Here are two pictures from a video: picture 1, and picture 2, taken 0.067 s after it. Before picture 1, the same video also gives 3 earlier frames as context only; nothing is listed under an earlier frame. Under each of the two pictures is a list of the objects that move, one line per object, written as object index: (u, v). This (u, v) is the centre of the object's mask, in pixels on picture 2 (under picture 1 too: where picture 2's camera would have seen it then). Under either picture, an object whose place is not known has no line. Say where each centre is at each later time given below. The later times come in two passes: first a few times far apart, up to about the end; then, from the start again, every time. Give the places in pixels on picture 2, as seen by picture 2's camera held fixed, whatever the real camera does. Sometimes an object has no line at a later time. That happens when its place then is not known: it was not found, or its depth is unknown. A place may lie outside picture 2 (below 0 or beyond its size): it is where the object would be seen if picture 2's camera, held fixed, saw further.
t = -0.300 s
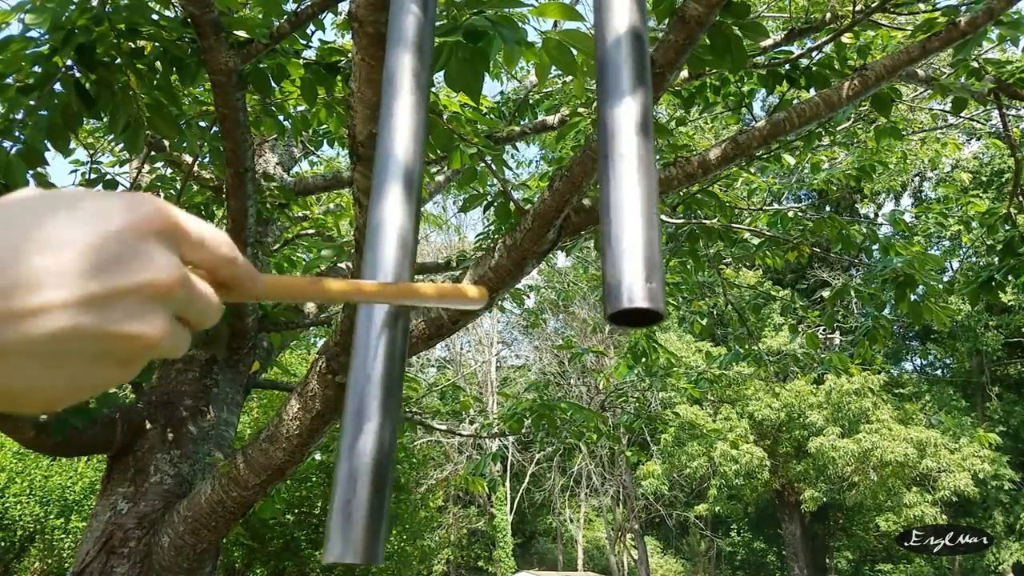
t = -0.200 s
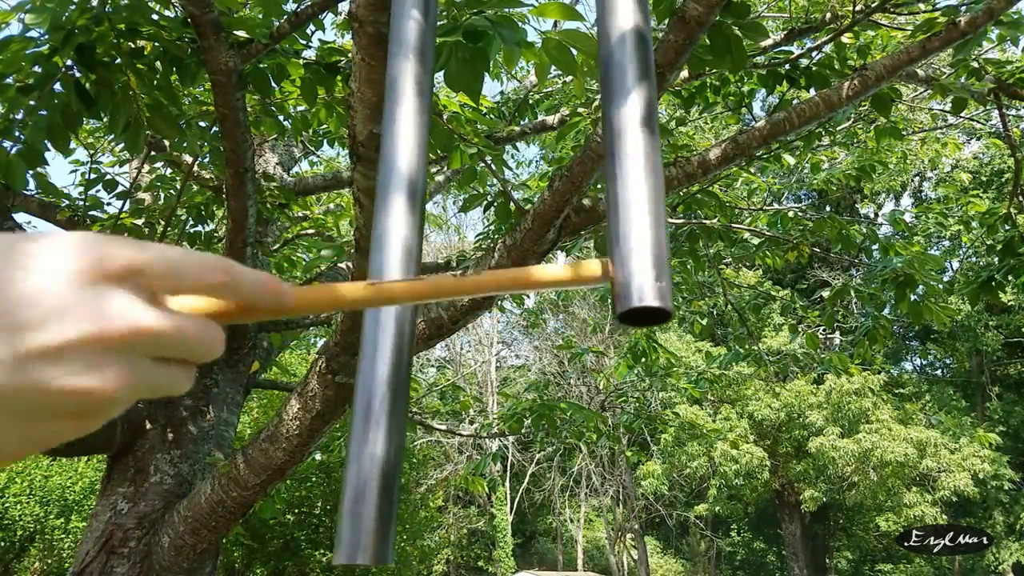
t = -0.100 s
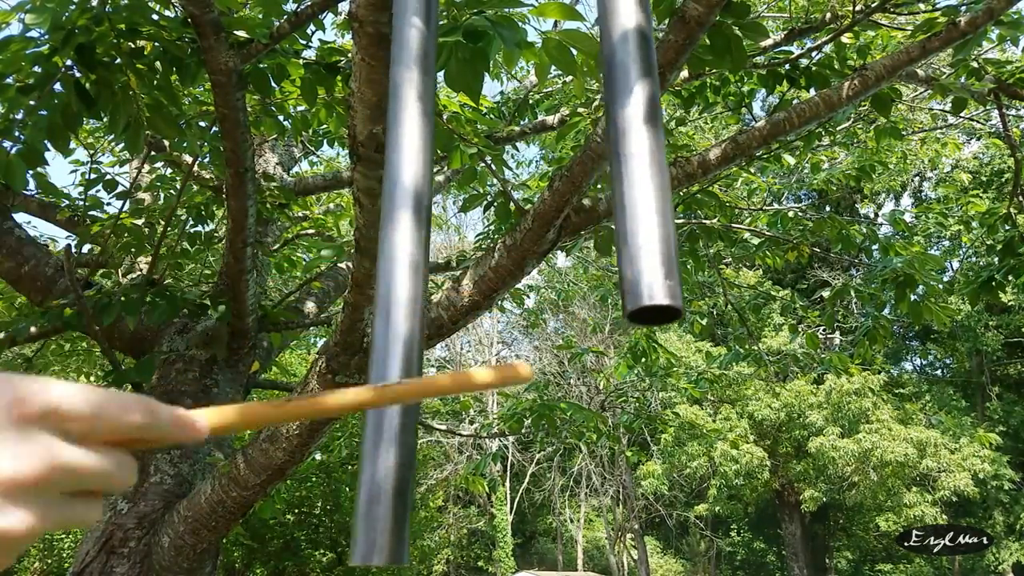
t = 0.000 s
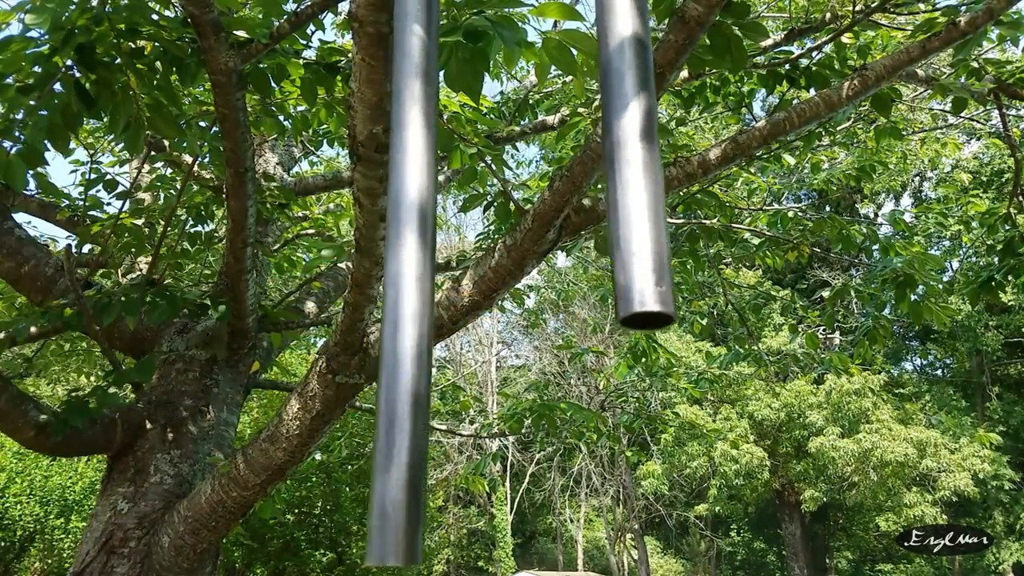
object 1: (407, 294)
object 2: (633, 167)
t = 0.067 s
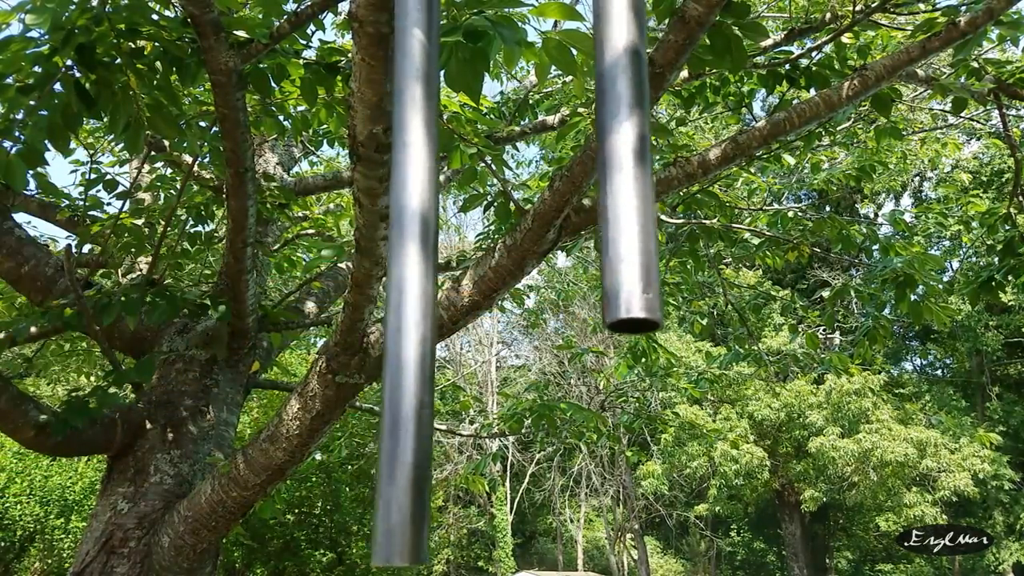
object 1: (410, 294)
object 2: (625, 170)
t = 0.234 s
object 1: (412, 294)
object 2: (605, 174)
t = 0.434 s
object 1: (407, 294)
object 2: (609, 177)
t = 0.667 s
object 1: (394, 297)
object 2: (635, 173)
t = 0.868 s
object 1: (390, 297)
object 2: (628, 170)
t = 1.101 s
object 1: (394, 296)
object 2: (599, 168)
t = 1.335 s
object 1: (403, 295)
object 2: (612, 173)
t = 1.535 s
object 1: (407, 294)
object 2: (636, 174)
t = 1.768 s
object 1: (408, 293)
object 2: (625, 174)
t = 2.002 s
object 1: (401, 295)
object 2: (603, 173)
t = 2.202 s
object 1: (393, 295)
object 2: (615, 170)
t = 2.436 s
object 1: (388, 297)
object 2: (630, 169)
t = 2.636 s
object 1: (397, 295)
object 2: (620, 173)
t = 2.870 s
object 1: (409, 294)
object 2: (609, 176)
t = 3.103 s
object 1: (412, 293)
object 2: (624, 173)
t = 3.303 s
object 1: (403, 294)
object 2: (629, 169)
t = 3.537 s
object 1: (389, 295)
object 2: (609, 169)
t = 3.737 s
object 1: (389, 296)
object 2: (608, 171)
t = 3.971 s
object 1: (399, 295)
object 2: (627, 175)
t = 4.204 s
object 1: (409, 294)
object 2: (628, 175)
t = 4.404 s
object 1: (410, 294)
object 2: (613, 173)
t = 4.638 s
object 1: (403, 293)
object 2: (611, 169)
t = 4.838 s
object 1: (396, 296)
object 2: (624, 168)
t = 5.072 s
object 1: (392, 297)
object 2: (624, 172)
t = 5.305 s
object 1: (396, 296)
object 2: (614, 175)
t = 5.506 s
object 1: (403, 294)
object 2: (618, 173)
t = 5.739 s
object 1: (409, 294)
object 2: (624, 169)
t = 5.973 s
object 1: (408, 295)
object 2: (615, 169)
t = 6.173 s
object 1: (398, 295)
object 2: (610, 171)
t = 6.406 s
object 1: (389, 296)
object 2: (623, 174)
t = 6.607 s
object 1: (390, 298)
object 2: (627, 175)
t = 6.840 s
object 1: (403, 296)
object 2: (616, 172)
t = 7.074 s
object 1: (412, 293)
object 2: (612, 169)
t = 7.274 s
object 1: (409, 294)
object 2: (621, 169)
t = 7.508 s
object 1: (396, 296)
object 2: (623, 173)
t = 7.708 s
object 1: (390, 298)
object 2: (617, 175)
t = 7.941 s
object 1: (393, 297)
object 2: (617, 173)
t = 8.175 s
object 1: (403, 295)
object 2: (623, 169)
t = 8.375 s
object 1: (407, 295)
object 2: (618, 169)
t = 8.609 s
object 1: (408, 294)
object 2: (614, 172)
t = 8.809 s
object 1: (403, 295)
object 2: (620, 175)
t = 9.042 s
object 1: (394, 296)
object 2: (625, 175)
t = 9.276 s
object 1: (391, 297)
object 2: (617, 173)
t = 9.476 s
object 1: (396, 297)
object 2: (611, 170)
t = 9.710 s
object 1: (407, 294)
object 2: (620, 170)
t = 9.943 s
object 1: (410, 294)
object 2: (623, 173)
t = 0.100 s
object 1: (411, 294)
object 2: (621, 171)
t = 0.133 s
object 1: (411, 294)
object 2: (615, 172)
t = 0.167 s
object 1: (412, 294)
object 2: (611, 173)
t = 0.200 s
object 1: (412, 293)
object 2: (608, 174)
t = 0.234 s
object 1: (412, 294)
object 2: (605, 174)
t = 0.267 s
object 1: (412, 294)
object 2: (603, 175)
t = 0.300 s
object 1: (411, 294)
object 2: (602, 175)
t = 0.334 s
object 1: (410, 294)
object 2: (603, 176)
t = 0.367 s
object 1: (409, 294)
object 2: (604, 176)
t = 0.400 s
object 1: (408, 293)
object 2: (606, 176)
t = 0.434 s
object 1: (407, 294)
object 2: (609, 177)
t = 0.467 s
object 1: (405, 294)
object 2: (612, 178)
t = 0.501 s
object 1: (403, 295)
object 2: (617, 176)
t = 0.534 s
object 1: (401, 294)
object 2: (621, 176)
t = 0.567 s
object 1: (399, 295)
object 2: (625, 175)
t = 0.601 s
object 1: (397, 296)
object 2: (629, 175)
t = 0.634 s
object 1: (395, 297)
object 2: (632, 174)
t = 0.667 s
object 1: (394, 297)
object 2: (635, 173)
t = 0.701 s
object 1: (393, 296)
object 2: (636, 171)
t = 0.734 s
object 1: (392, 297)
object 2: (637, 172)
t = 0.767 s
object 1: (391, 297)
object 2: (637, 171)
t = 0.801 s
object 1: (391, 297)
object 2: (635, 170)
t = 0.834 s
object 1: (390, 297)
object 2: (632, 170)
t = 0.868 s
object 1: (390, 297)
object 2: (628, 170)
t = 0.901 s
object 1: (390, 297)
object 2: (624, 169)
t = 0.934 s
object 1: (391, 297)
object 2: (619, 169)
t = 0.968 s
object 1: (390, 296)
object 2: (614, 170)
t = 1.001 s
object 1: (392, 297)
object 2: (610, 169)
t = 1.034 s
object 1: (392, 297)
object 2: (605, 169)
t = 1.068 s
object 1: (393, 296)
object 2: (602, 167)
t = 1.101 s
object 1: (394, 296)
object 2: (599, 168)
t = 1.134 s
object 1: (396, 297)
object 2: (599, 169)
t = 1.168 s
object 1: (397, 296)
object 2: (599, 169)
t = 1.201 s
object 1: (399, 296)
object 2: (600, 169)
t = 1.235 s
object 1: (399, 296)
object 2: (601, 170)
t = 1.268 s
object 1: (401, 295)
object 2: (605, 170)
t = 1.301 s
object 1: (401, 296)
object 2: (608, 171)
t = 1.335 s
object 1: (403, 295)
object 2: (612, 173)
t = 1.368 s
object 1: (404, 295)
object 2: (618, 172)
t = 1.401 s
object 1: (405, 295)
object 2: (622, 173)
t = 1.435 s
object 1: (405, 294)
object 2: (626, 173)
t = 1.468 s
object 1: (405, 294)
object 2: (629, 173)
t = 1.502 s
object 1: (406, 294)
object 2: (633, 174)
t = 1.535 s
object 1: (407, 294)
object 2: (636, 174)
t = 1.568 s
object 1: (408, 294)
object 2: (636, 173)
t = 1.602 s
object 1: (407, 294)
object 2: (636, 174)
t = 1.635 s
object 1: (408, 294)
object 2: (636, 174)
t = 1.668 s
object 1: (408, 294)
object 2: (634, 174)
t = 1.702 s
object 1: (408, 294)
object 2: (631, 174)
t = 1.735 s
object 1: (408, 294)
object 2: (628, 175)
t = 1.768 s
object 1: (408, 293)
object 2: (625, 174)
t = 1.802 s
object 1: (407, 294)
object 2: (620, 175)
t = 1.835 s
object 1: (407, 294)
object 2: (616, 176)
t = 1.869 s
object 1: (406, 293)
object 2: (613, 174)
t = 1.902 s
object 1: (406, 294)
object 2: (610, 173)
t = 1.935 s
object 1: (405, 294)
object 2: (608, 173)
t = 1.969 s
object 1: (404, 294)
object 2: (606, 173)
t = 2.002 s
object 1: (401, 295)
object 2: (603, 173)
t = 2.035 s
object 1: (400, 294)
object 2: (603, 172)
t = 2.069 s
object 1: (399, 296)
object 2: (603, 172)
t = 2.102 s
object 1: (398, 294)
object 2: (606, 170)
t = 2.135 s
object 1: (396, 295)
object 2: (608, 169)
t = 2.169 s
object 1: (395, 295)
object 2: (611, 169)
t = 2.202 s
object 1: (393, 295)
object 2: (615, 170)
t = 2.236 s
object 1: (391, 296)
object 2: (617, 169)
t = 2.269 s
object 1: (391, 296)
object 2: (621, 166)
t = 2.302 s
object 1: (389, 296)
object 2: (624, 167)
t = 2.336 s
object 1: (389, 296)
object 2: (628, 167)
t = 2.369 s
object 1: (388, 297)
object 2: (629, 167)
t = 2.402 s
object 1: (388, 297)
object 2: (629, 168)
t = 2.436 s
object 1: (388, 297)
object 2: (630, 169)
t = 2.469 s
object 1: (389, 296)
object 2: (630, 169)
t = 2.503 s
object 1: (390, 296)
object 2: (629, 169)
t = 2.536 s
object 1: (392, 295)
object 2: (627, 170)
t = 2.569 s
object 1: (392, 296)
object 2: (624, 171)
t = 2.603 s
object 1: (394, 297)
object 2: (622, 172)
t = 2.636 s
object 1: (397, 295)
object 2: (620, 173)
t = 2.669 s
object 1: (399, 294)
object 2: (617, 173)
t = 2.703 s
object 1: (401, 294)
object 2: (615, 174)
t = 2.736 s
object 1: (402, 295)
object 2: (612, 176)
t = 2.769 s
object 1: (404, 294)
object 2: (610, 175)
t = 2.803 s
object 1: (407, 294)
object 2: (610, 175)
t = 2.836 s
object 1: (408, 295)
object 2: (609, 176)
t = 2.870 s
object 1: (409, 294)
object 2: (609, 176)
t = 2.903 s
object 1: (411, 293)
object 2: (610, 175)
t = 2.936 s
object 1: (412, 293)
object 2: (613, 176)
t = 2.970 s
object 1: (413, 292)
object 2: (614, 175)
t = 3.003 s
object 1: (413, 293)
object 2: (617, 175)
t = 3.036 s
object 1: (412, 293)
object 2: (619, 175)
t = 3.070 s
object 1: (413, 292)
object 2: (622, 173)
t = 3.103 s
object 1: (412, 293)
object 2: (624, 173)
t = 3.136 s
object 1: (411, 293)
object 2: (627, 173)
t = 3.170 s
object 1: (410, 293)
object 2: (629, 171)
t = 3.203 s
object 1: (408, 294)
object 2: (629, 171)
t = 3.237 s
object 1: (407, 293)
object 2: (630, 171)
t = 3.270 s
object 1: (405, 294)
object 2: (630, 171)
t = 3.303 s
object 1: (403, 294)
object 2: (629, 169)
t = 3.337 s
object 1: (400, 295)
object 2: (627, 170)
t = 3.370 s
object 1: (398, 295)
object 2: (624, 169)
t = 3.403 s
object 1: (396, 296)
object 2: (621, 169)
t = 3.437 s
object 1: (394, 295)
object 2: (619, 168)
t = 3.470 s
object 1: (393, 295)
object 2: (617, 168)
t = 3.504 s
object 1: (390, 295)
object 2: (611, 168)
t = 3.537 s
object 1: (389, 295)
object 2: (609, 169)
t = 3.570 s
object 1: (388, 296)
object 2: (608, 169)
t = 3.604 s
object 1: (388, 296)
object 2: (606, 169)
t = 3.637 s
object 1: (387, 297)
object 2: (605, 170)
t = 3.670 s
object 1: (387, 296)
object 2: (605, 170)
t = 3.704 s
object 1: (387, 297)
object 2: (606, 171)
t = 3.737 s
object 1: (389, 296)
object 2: (608, 171)
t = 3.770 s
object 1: (390, 296)
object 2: (610, 172)
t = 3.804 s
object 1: (391, 295)
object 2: (613, 172)
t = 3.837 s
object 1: (392, 297)
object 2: (615, 174)
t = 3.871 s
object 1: (393, 296)
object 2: (618, 173)
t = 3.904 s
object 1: (396, 295)
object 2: (621, 173)
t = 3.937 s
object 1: (397, 296)
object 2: (624, 174)
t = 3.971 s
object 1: (399, 295)
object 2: (627, 175)
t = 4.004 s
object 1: (401, 294)
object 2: (629, 174)
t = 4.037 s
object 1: (403, 295)
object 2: (631, 174)
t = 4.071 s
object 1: (404, 294)
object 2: (630, 174)
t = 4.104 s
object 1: (406, 294)
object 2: (631, 174)
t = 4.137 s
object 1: (407, 294)
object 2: (631, 174)
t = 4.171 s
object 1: (407, 295)
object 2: (629, 175)
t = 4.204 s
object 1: (409, 294)
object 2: (628, 175)
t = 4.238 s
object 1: (409, 293)
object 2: (626, 174)
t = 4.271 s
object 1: (409, 294)
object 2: (623, 174)
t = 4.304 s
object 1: (410, 294)
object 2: (620, 173)
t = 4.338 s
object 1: (409, 294)
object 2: (617, 174)
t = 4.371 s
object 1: (410, 294)
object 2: (614, 173)
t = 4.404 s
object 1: (410, 294)
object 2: (613, 173)
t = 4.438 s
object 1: (408, 295)
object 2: (610, 173)
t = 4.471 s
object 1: (408, 294)
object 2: (608, 171)
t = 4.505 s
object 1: (407, 294)
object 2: (607, 171)
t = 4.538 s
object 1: (407, 293)
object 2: (608, 170)
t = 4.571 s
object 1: (405, 294)
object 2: (608, 169)
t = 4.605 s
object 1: (404, 293)
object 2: (609, 169)
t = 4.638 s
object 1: (403, 293)
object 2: (611, 169)
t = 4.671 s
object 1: (401, 295)
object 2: (611, 169)
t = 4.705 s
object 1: (400, 294)
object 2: (615, 168)
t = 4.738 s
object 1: (398, 295)
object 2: (617, 169)
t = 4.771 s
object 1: (398, 296)
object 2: (620, 168)
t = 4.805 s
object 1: (396, 296)
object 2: (621, 169)
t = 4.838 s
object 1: (396, 296)
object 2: (624, 168)
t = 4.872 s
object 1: (394, 297)
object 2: (624, 170)
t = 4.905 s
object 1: (394, 295)
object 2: (626, 169)
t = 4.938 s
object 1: (392, 296)
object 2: (626, 171)
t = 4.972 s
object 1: (393, 297)
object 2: (627, 171)
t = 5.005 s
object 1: (392, 298)
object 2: (625, 172)
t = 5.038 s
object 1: (392, 298)
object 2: (624, 172)
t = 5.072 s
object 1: (392, 297)
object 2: (624, 172)
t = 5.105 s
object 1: (393, 297)
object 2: (622, 173)
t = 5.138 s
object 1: (393, 297)
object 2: (620, 173)
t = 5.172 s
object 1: (392, 297)
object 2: (618, 175)
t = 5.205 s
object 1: (393, 297)
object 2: (616, 175)
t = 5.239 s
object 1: (394, 296)
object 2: (614, 174)
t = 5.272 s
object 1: (394, 297)
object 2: (614, 175)
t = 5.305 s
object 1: (396, 296)
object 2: (614, 175)
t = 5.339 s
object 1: (397, 296)
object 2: (614, 175)
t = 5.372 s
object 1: (398, 295)
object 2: (613, 176)
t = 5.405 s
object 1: (399, 295)
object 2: (614, 175)
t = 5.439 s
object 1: (401, 294)
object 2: (616, 174)
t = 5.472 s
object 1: (402, 294)
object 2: (617, 174)
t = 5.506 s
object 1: (403, 294)
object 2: (618, 173)
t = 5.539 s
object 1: (404, 295)
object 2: (619, 174)
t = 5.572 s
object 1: (405, 294)
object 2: (621, 173)
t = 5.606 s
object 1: (406, 294)
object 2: (622, 172)
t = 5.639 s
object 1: (408, 294)
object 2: (624, 171)
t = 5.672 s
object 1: (408, 295)
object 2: (625, 171)
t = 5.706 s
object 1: (408, 295)
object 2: (624, 170)
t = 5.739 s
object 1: (409, 294)
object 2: (624, 169)
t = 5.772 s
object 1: (409, 295)
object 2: (624, 169)
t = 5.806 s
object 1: (409, 295)
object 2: (623, 169)
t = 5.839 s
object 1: (409, 294)
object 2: (622, 168)
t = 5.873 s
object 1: (409, 294)
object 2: (620, 168)
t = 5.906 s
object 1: (409, 294)
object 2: (619, 168)
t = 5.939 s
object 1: (409, 294)
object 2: (618, 168)
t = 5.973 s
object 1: (408, 295)
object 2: (615, 169)
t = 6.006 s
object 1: (406, 294)
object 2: (612, 170)
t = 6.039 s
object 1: (405, 294)
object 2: (611, 169)
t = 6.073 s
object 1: (404, 294)
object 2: (611, 170)
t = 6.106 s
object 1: (403, 294)
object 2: (611, 170)
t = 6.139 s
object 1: (400, 295)
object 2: (610, 171)
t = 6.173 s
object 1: (398, 295)
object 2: (610, 171)
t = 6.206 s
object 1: (397, 295)
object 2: (612, 172)
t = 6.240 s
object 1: (395, 297)
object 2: (613, 174)
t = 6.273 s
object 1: (393, 296)
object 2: (614, 174)
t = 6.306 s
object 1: (391, 296)
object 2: (616, 174)
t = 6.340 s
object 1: (390, 298)
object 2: (618, 174)
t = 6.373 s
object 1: (389, 296)
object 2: (621, 174)
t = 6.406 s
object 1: (389, 296)
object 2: (623, 174)
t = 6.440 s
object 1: (388, 297)
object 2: (624, 175)
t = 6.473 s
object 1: (388, 296)
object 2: (626, 175)
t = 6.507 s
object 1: (388, 297)
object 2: (627, 175)
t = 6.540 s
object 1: (388, 297)
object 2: (627, 175)
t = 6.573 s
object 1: (389, 296)
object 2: (627, 175)
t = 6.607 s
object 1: (390, 298)
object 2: (627, 175)
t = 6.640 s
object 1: (391, 297)
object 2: (626, 175)
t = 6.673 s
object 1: (393, 296)
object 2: (625, 175)
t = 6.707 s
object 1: (395, 296)
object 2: (623, 174)
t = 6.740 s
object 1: (398, 297)
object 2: (622, 174)
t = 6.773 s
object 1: (400, 295)
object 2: (620, 173)
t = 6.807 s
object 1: (402, 295)
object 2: (618, 172)
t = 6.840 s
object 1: (403, 296)
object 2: (616, 172)
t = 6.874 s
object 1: (405, 295)
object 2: (614, 172)
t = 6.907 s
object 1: (408, 295)
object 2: (612, 171)
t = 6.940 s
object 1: (408, 294)
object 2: (611, 171)
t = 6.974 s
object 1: (410, 293)
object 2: (611, 171)
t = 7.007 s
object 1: (410, 294)
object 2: (610, 171)
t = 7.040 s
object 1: (411, 293)
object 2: (611, 170)
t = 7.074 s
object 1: (412, 293)
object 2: (612, 169)
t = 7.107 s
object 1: (412, 293)
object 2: (612, 169)
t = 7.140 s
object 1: (411, 294)
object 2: (613, 170)
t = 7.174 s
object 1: (411, 294)
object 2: (614, 170)
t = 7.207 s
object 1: (411, 294)
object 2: (618, 168)
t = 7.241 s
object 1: (409, 294)
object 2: (619, 169)
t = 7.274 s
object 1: (409, 294)
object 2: (621, 169)
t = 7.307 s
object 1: (408, 294)
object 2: (622, 169)
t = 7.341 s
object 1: (406, 294)
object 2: (624, 169)
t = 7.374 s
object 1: (404, 293)
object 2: (624, 170)
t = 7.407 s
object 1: (402, 294)
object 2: (624, 171)
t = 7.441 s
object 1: (401, 294)
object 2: (625, 171)
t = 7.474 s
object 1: (399, 295)
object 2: (624, 172)
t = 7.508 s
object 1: (396, 296)
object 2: (623, 173)
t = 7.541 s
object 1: (395, 296)
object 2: (622, 173)
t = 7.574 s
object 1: (394, 296)
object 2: (621, 174)
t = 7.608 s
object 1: (393, 295)
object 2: (621, 174)
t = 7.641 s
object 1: (391, 297)
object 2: (618, 174)
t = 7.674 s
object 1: (391, 298)
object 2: (618, 175)
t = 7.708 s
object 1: (390, 298)
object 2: (617, 175)
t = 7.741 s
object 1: (390, 298)
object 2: (616, 175)
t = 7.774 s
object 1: (390, 298)
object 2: (616, 176)
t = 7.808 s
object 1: (390, 298)
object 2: (616, 175)
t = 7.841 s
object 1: (390, 298)
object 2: (616, 176)
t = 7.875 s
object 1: (392, 297)
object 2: (616, 174)
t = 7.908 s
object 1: (392, 297)
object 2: (616, 175)
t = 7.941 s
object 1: (393, 297)
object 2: (617, 173)
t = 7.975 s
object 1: (394, 297)
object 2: (617, 174)
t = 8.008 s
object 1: (395, 296)
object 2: (618, 173)
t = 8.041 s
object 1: (398, 296)
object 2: (620, 172)
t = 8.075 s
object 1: (399, 295)
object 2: (621, 171)
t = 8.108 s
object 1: (400, 295)
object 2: (622, 170)
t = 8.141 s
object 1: (401, 296)
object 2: (622, 170)
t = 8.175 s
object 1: (403, 295)
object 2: (623, 169)
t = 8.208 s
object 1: (403, 295)
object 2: (622, 169)
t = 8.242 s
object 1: (405, 294)
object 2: (623, 169)
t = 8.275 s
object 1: (406, 294)
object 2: (622, 168)
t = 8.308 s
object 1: (407, 294)
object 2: (621, 168)
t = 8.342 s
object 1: (407, 295)
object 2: (619, 169)
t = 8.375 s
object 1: (407, 295)
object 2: (618, 169)
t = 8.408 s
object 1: (407, 295)
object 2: (616, 168)
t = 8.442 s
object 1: (408, 294)
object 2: (616, 169)
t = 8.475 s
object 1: (407, 295)
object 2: (614, 171)
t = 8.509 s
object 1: (407, 295)
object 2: (613, 171)
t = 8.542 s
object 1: (408, 294)
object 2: (613, 171)
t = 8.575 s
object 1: (408, 295)
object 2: (613, 172)
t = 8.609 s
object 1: (408, 294)
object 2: (614, 172)
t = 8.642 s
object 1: (407, 295)
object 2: (613, 173)
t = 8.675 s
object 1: (407, 294)
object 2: (614, 173)
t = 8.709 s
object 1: (405, 294)
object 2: (615, 174)
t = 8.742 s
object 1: (404, 294)
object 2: (616, 174)
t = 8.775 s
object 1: (404, 294)
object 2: (617, 173)
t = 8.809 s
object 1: (403, 295)
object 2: (620, 175)
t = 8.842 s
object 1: (402, 295)
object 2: (622, 175)
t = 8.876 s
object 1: (400, 295)
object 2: (622, 175)
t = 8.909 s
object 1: (399, 295)
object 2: (623, 175)
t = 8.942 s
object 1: (398, 295)
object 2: (624, 175)
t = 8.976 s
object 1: (396, 296)
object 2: (624, 175)
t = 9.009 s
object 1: (395, 296)
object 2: (625, 175)
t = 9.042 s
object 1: (394, 296)
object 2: (625, 175)
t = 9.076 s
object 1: (393, 295)
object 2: (625, 174)
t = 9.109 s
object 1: (393, 295)
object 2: (625, 173)
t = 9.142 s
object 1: (392, 297)
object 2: (623, 174)
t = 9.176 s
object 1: (391, 297)
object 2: (622, 174)
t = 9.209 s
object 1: (391, 297)
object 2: (620, 173)
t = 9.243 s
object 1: (391, 297)
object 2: (619, 173)
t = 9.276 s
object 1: (391, 297)
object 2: (617, 173)
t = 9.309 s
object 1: (392, 297)
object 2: (616, 172)
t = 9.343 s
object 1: (391, 297)
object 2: (614, 172)
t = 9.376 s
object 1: (393, 296)
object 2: (614, 171)
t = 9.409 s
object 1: (393, 296)
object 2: (612, 171)
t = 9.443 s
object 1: (395, 296)
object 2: (612, 170)
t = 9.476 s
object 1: (396, 297)
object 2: (611, 170)
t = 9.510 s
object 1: (398, 295)
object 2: (612, 169)
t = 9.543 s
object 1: (400, 295)
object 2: (613, 169)
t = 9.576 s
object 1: (401, 295)
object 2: (613, 169)
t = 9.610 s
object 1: (403, 294)
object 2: (615, 170)
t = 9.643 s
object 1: (403, 295)
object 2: (615, 170)
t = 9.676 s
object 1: (406, 294)
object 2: (618, 169)
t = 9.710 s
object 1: (407, 294)
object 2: (620, 170)
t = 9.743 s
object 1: (407, 294)
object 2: (620, 170)
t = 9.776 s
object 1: (408, 294)
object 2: (621, 171)
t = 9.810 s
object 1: (409, 294)
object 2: (622, 171)
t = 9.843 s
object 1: (409, 294)
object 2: (622, 171)
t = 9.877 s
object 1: (410, 293)
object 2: (623, 172)
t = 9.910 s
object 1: (410, 294)
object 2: (622, 173)
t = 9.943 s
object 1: (410, 294)
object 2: (623, 173)
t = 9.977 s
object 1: (410, 294)
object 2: (622, 173)
